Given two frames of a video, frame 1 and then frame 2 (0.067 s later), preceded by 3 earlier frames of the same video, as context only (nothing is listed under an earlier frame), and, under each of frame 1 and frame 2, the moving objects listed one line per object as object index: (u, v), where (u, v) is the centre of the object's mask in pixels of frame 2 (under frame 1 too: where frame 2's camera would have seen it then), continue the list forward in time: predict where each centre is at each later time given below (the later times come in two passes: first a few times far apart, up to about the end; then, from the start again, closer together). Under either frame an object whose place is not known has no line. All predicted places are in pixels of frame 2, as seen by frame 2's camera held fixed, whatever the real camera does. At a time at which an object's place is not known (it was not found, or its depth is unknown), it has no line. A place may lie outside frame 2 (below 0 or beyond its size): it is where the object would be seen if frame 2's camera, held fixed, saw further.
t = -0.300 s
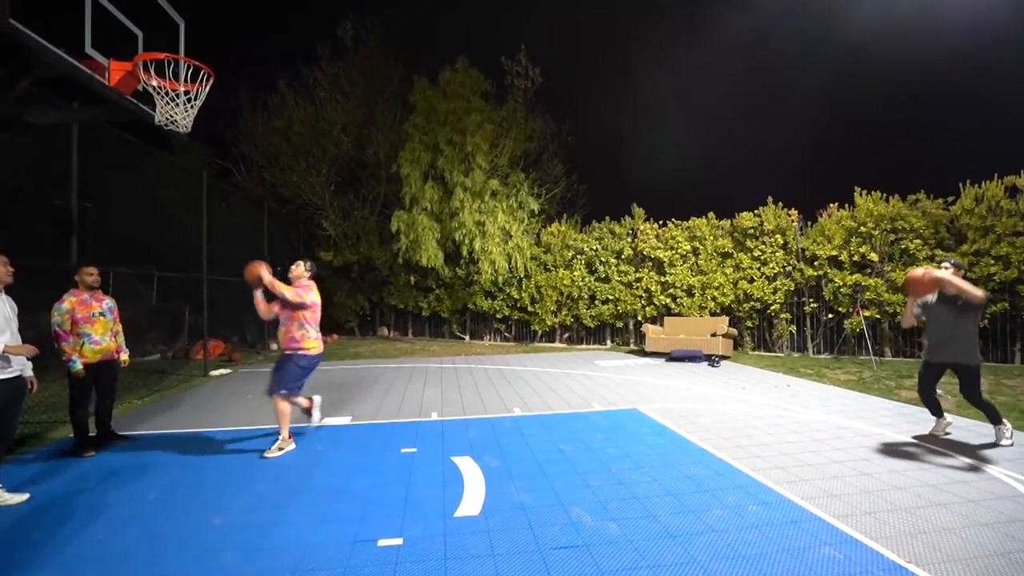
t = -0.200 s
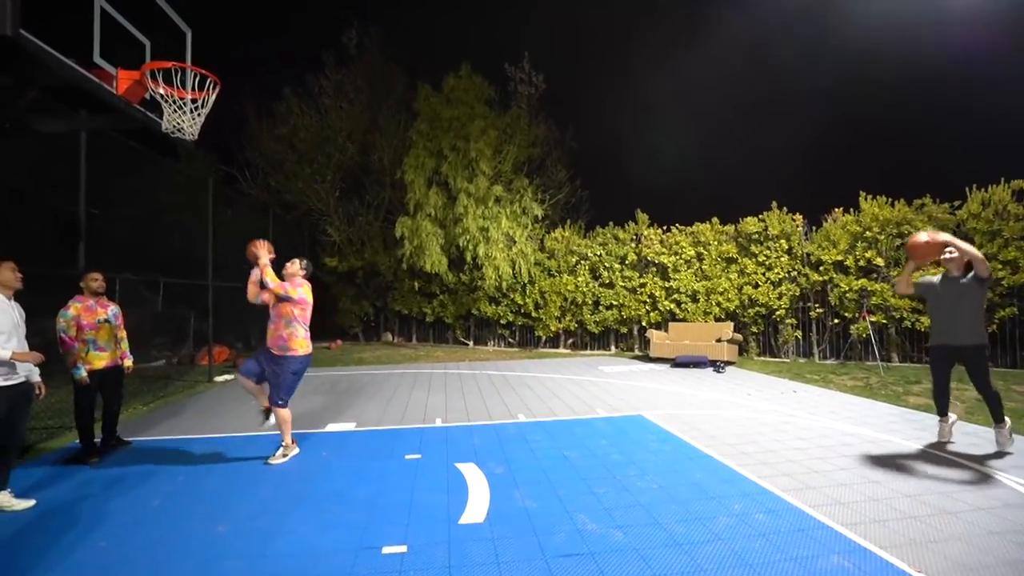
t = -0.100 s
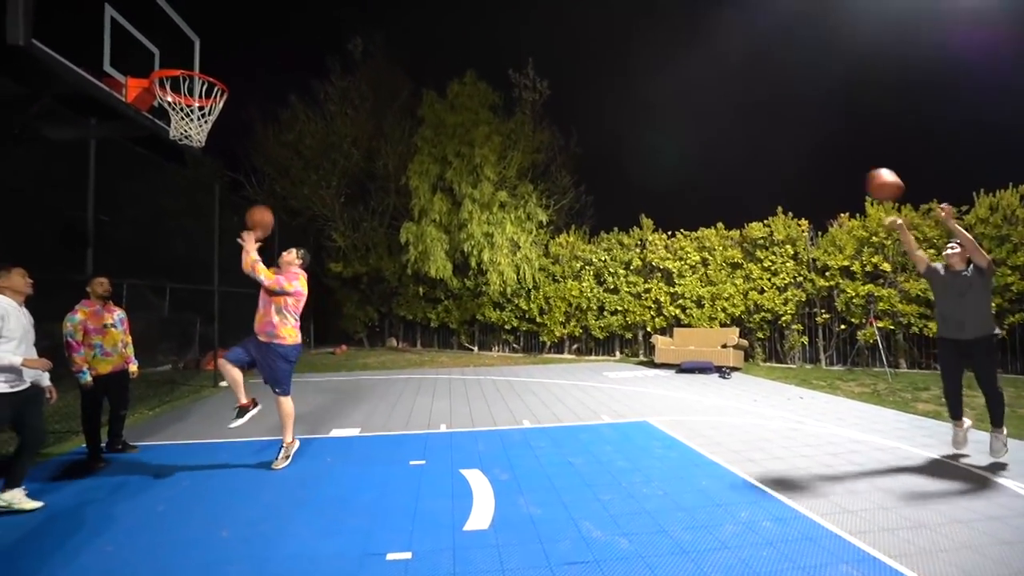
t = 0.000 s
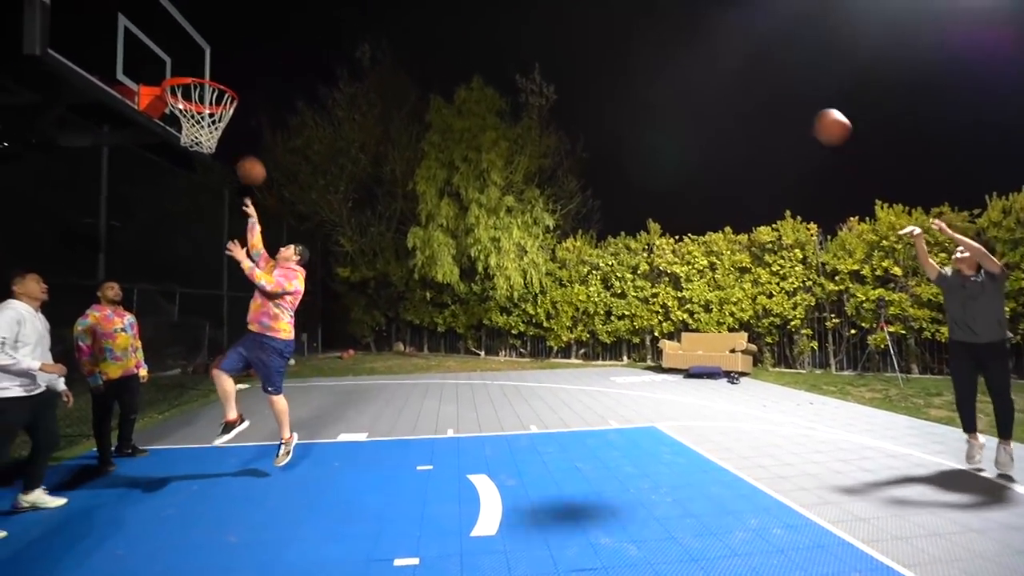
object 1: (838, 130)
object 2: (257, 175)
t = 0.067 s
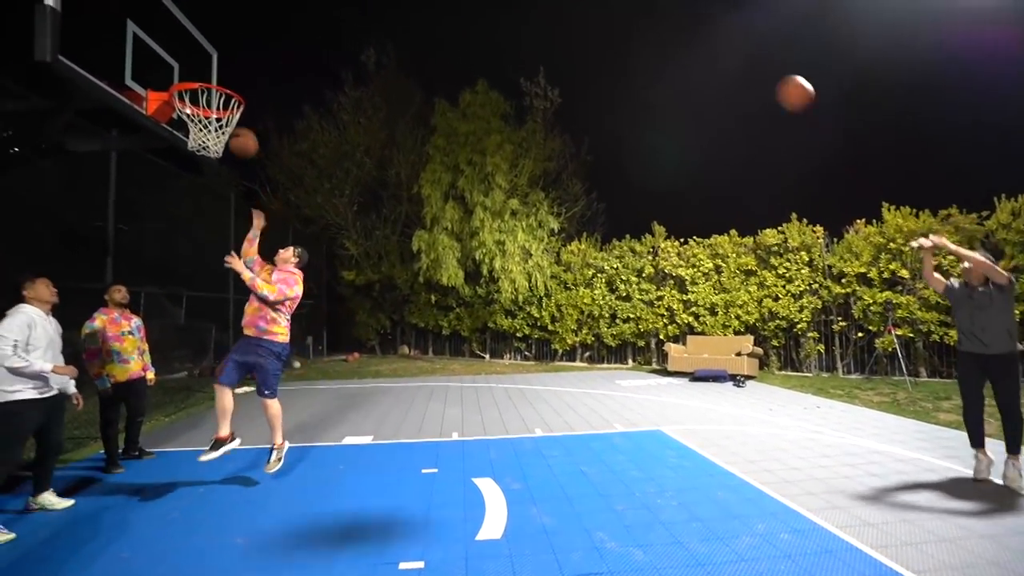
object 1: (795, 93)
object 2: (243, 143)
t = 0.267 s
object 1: (665, 14)
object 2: (197, 66)
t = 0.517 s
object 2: (193, 57)
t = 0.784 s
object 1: (324, 38)
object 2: (223, 95)
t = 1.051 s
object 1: (270, 48)
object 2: (193, 81)
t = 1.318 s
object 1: (315, 45)
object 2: (216, 112)
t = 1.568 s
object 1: (354, 117)
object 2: (215, 170)
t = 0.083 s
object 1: (785, 85)
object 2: (242, 137)
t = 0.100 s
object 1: (773, 77)
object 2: (242, 131)
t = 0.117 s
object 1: (763, 69)
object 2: (241, 126)
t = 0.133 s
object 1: (752, 62)
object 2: (228, 105)
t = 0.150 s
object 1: (741, 54)
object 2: (222, 103)
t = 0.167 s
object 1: (730, 48)
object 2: (220, 100)
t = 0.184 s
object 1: (719, 41)
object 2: (218, 95)
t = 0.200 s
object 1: (709, 35)
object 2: (214, 85)
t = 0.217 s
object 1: (698, 29)
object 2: (209, 77)
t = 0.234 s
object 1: (687, 24)
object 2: (205, 74)
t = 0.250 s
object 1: (676, 18)
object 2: (201, 70)
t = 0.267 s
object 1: (665, 14)
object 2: (197, 66)
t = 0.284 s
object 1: (654, 10)
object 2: (194, 62)
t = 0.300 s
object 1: (643, 6)
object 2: (189, 58)
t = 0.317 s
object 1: (632, 4)
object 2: (186, 54)
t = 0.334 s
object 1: (621, 2)
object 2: (186, 52)
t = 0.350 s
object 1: (610, 0)
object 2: (187, 51)
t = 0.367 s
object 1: (599, -1)
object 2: (187, 50)
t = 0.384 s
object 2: (187, 50)
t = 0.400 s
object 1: (576, -4)
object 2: (188, 50)
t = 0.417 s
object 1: (566, -5)
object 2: (189, 50)
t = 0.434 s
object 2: (189, 50)
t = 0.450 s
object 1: (543, -7)
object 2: (190, 51)
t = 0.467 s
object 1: (532, -8)
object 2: (191, 51)
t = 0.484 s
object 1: (521, -8)
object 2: (191, 53)
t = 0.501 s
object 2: (192, 55)
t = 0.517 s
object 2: (193, 57)
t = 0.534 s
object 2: (194, 59)
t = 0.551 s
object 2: (195, 62)
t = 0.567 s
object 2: (195, 64)
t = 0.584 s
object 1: (454, -8)
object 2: (195, 67)
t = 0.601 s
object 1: (444, -7)
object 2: (196, 69)
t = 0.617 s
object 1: (434, -5)
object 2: (196, 72)
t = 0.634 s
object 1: (422, -4)
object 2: (197, 74)
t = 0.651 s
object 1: (412, -1)
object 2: (200, 76)
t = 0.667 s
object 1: (400, 2)
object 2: (204, 77)
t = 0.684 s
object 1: (390, 7)
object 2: (209, 78)
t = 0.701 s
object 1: (379, 11)
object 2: (213, 80)
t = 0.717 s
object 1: (368, 16)
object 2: (218, 83)
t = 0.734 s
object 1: (358, 21)
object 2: (220, 90)
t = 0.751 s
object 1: (346, 26)
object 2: (223, 94)
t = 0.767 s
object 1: (336, 32)
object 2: (224, 96)
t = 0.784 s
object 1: (324, 38)
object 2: (223, 95)
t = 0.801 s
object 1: (314, 45)
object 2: (220, 94)
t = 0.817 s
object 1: (302, 51)
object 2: (218, 93)
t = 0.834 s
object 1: (291, 58)
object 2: (215, 91)
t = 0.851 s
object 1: (280, 66)
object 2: (211, 90)
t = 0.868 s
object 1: (267, 72)
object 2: (206, 89)
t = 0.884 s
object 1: (255, 80)
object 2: (203, 89)
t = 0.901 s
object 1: (246, 86)
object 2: (201, 89)
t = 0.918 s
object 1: (247, 83)
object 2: (198, 89)
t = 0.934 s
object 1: (250, 78)
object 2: (195, 90)
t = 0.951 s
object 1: (253, 73)
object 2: (192, 90)
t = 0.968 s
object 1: (256, 68)
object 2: (189, 92)
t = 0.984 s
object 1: (259, 64)
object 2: (191, 90)
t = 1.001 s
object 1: (262, 59)
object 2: (191, 86)
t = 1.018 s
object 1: (265, 56)
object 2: (193, 86)
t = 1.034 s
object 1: (268, 52)
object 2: (192, 84)
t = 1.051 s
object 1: (270, 48)
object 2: (193, 81)
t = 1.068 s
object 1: (273, 46)
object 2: (195, 80)
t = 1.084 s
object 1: (276, 44)
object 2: (195, 80)
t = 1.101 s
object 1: (279, 42)
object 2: (196, 80)
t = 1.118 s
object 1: (282, 40)
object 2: (197, 76)
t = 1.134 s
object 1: (284, 38)
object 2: (199, 77)
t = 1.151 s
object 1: (287, 37)
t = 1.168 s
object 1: (290, 36)
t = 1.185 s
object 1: (293, 36)
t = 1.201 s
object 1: (296, 36)
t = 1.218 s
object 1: (299, 37)
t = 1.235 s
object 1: (302, 37)
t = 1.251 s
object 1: (304, 38)
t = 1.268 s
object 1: (307, 40)
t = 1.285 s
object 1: (310, 41)
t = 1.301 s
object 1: (312, 43)
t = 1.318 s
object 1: (315, 45)
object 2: (216, 112)
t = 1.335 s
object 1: (318, 48)
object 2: (221, 118)
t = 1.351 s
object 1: (321, 51)
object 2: (220, 119)
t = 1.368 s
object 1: (323, 54)
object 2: (226, 126)
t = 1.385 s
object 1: (326, 57)
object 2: (224, 136)
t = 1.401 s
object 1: (329, 61)
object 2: (224, 138)
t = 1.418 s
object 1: (332, 65)
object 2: (225, 140)
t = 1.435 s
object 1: (334, 69)
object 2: (221, 150)
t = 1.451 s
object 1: (336, 74)
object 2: (220, 151)
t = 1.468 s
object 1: (340, 80)
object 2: (220, 152)
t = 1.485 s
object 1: (341, 84)
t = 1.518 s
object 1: (346, 96)
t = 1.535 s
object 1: (349, 102)
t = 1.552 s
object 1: (352, 109)
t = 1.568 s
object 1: (354, 117)
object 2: (215, 170)
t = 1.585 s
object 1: (358, 124)
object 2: (215, 175)
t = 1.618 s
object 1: (364, 140)
